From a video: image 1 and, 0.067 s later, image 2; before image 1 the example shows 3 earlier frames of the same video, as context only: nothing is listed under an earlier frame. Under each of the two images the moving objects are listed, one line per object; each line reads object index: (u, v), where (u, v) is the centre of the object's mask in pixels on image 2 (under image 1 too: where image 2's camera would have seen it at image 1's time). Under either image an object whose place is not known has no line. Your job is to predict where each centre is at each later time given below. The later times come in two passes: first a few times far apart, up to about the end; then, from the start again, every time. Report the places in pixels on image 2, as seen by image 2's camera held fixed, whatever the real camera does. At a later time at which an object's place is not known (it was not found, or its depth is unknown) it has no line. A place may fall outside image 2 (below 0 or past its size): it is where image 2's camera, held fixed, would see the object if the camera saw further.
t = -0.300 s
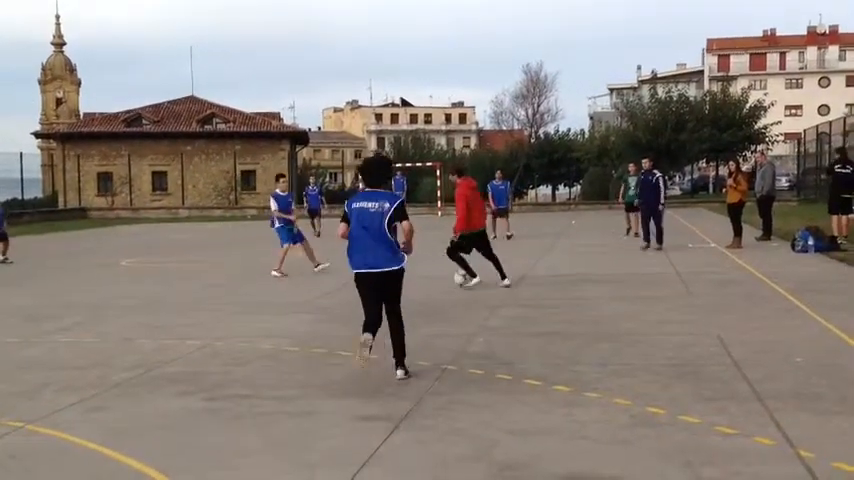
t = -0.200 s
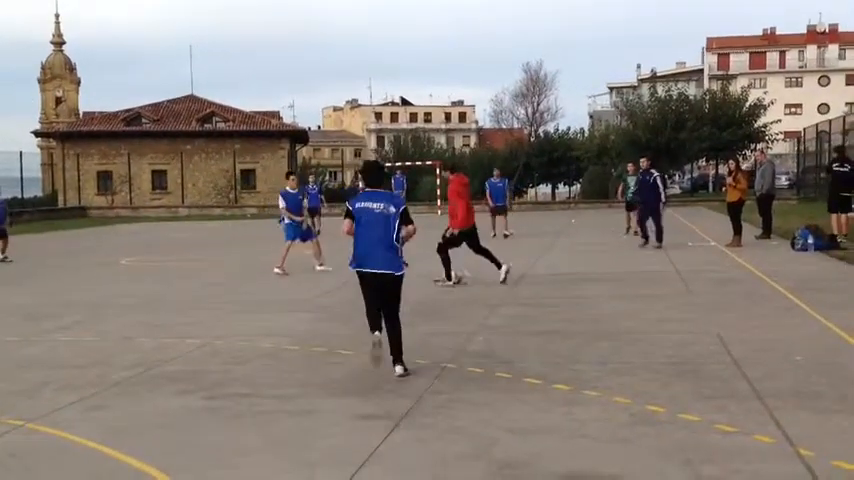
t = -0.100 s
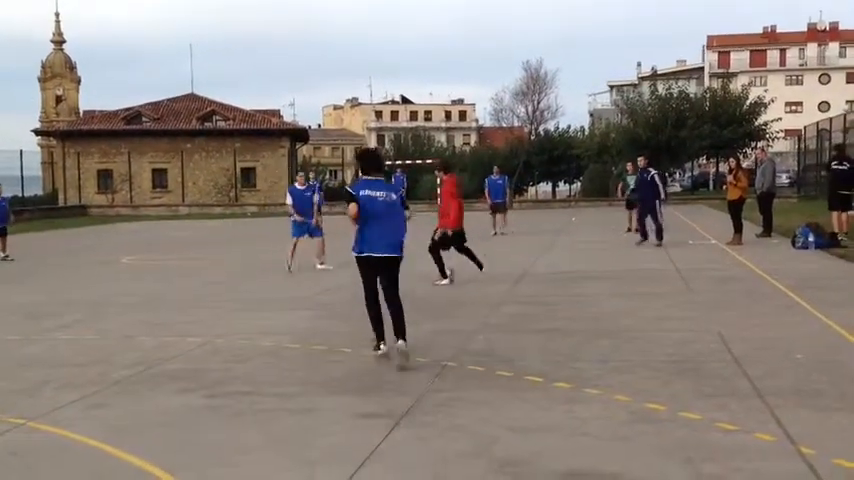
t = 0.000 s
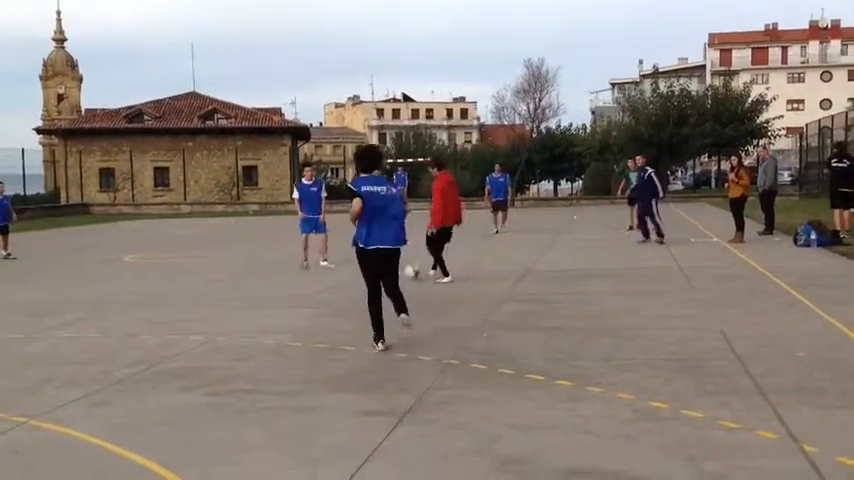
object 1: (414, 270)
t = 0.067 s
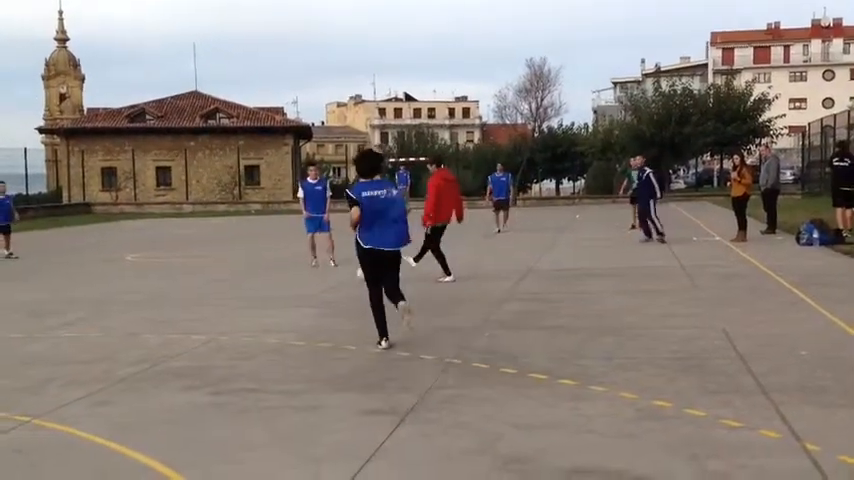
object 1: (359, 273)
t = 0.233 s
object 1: (251, 274)
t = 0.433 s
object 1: (143, 277)
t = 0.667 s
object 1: (44, 280)
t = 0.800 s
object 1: (-7, 280)
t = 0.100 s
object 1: (339, 274)
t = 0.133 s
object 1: (316, 274)
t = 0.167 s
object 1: (293, 274)
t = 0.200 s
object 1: (271, 275)
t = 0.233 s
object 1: (251, 274)
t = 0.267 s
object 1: (229, 275)
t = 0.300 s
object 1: (212, 275)
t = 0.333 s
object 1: (193, 277)
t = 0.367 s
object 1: (176, 277)
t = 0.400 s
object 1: (159, 276)
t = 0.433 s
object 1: (143, 277)
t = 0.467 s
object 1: (127, 278)
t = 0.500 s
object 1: (113, 278)
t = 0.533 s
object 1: (97, 280)
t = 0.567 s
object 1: (84, 280)
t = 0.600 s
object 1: (71, 279)
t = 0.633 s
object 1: (55, 280)
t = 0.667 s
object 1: (44, 280)
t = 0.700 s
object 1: (32, 280)
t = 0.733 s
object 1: (17, 280)
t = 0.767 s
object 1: (5, 281)
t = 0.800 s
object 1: (-7, 280)
